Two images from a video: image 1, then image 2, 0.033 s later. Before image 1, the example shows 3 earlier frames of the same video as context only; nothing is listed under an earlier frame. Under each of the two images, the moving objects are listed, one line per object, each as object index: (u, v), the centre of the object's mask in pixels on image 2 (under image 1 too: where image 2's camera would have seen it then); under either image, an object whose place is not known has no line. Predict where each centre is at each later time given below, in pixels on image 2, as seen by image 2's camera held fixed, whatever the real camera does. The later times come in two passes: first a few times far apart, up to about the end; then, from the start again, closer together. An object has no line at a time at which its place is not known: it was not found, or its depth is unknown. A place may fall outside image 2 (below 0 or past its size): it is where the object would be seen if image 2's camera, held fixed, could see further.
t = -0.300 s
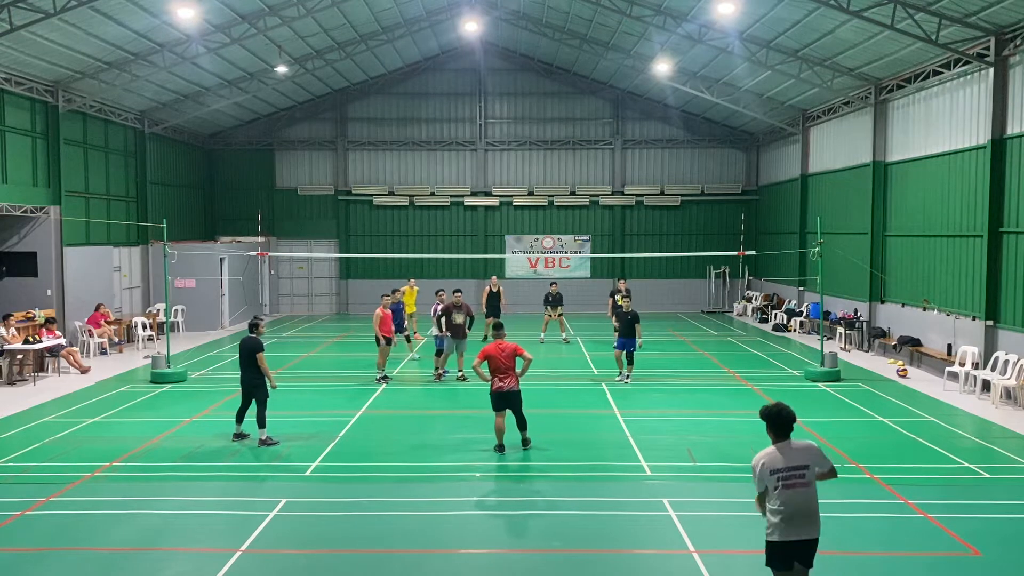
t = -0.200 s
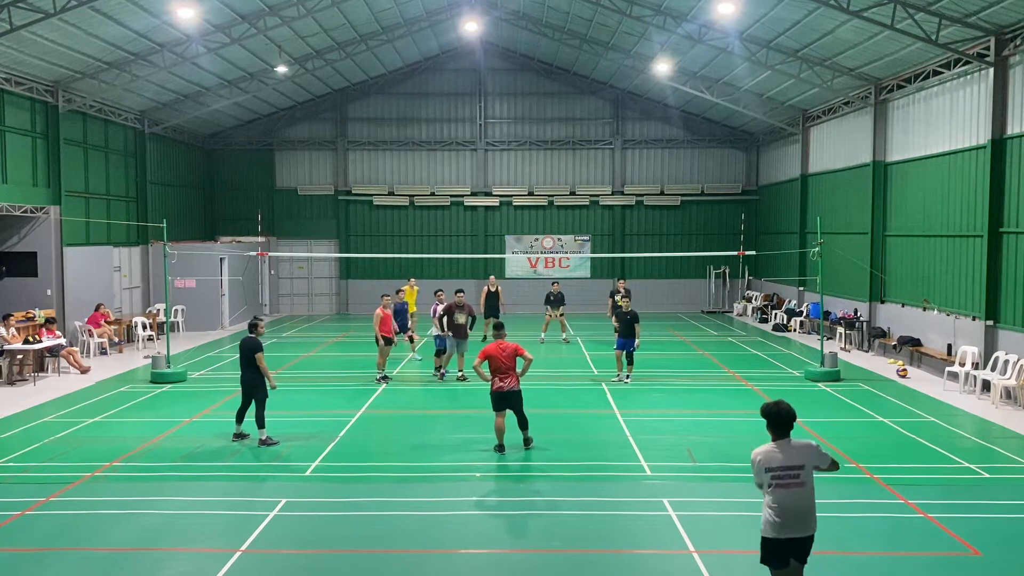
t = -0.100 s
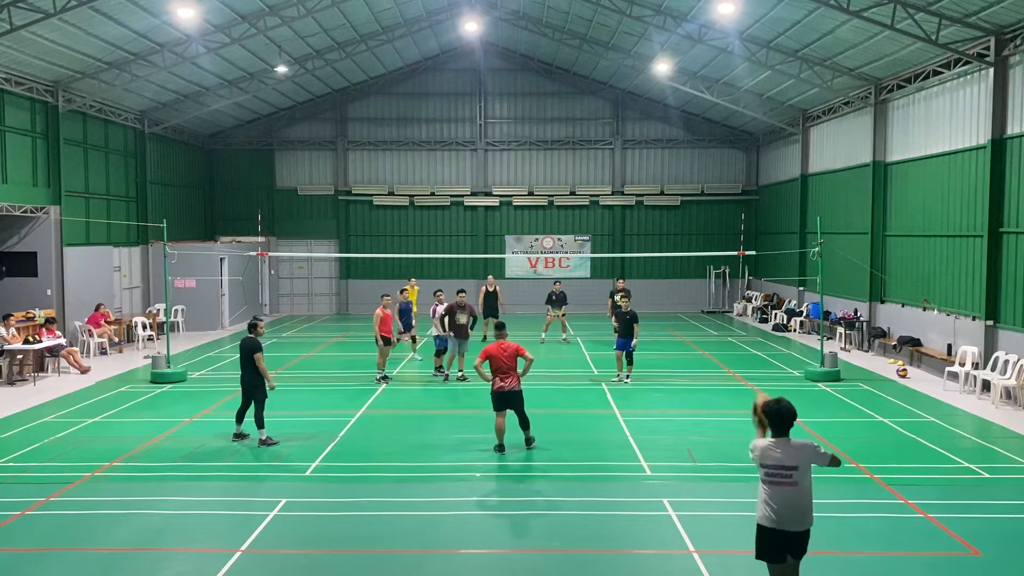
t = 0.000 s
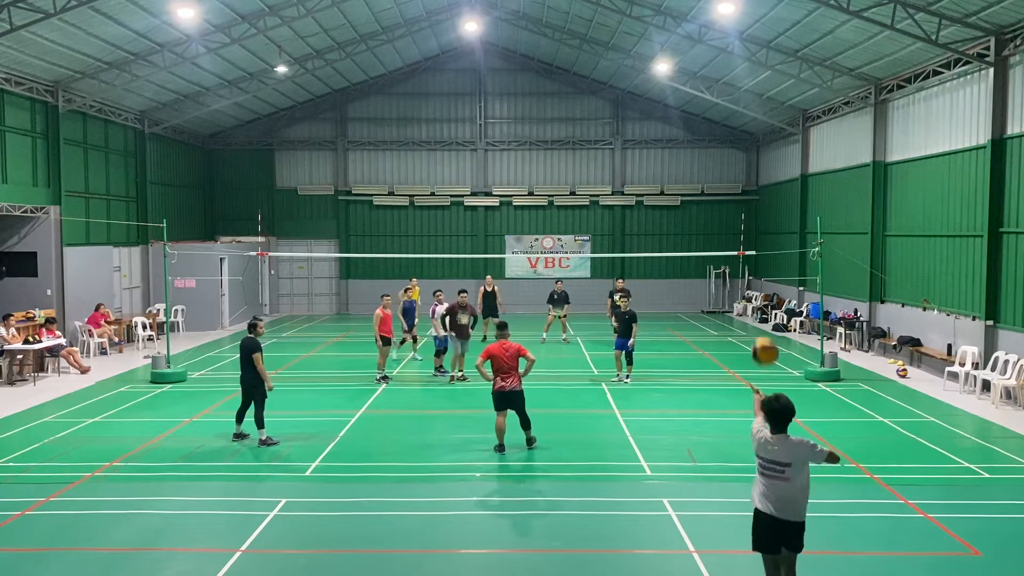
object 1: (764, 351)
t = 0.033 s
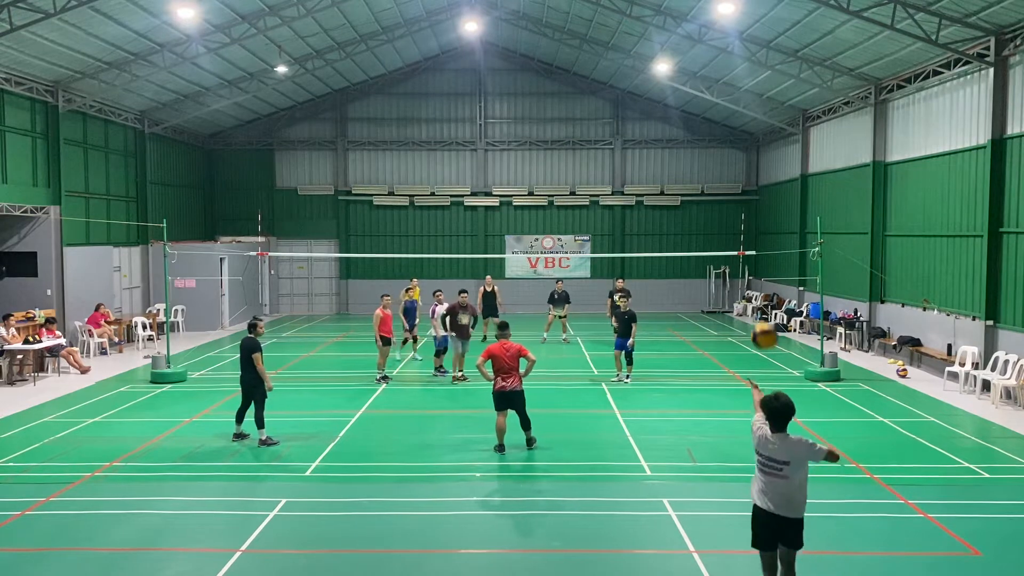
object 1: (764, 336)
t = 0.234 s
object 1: (761, 273)
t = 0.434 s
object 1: (757, 263)
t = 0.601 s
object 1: (754, 289)
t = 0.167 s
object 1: (762, 288)
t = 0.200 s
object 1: (762, 280)
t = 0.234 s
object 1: (761, 273)
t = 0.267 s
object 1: (760, 268)
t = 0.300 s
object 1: (760, 265)
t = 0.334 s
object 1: (759, 263)
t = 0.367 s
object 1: (759, 262)
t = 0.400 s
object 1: (758, 262)
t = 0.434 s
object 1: (757, 263)
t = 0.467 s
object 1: (757, 265)
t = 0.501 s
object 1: (756, 269)
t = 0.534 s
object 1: (755, 274)
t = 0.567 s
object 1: (755, 281)
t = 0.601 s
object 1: (754, 289)
